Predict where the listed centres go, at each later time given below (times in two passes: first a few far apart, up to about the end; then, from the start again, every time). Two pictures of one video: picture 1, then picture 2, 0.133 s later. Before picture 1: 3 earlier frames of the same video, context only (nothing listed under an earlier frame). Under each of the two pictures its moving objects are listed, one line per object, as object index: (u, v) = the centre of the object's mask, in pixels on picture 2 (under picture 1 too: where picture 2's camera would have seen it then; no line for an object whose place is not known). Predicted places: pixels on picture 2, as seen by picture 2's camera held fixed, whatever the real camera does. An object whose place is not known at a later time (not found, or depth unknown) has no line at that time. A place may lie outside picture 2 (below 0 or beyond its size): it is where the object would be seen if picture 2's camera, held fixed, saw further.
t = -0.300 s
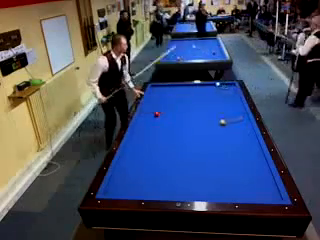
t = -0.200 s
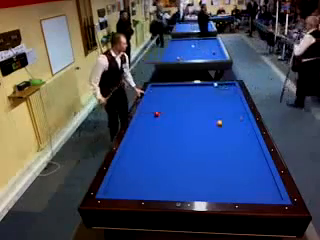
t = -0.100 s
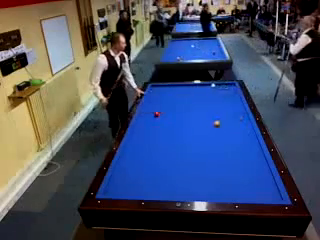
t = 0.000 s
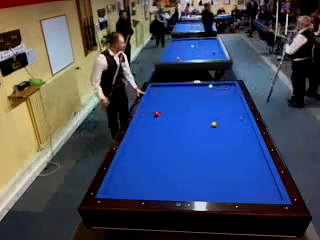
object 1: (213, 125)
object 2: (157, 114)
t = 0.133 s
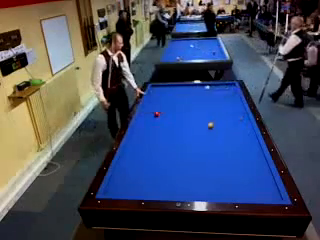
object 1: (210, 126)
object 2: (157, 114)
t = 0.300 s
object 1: (205, 127)
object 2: (157, 114)
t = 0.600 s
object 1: (197, 129)
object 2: (156, 114)
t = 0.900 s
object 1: (189, 131)
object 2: (156, 114)
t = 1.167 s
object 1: (182, 133)
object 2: (156, 114)
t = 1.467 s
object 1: (174, 135)
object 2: (156, 114)
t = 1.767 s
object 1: (167, 137)
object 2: (156, 114)
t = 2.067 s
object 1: (159, 138)
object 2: (156, 114)
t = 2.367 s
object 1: (152, 140)
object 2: (156, 114)
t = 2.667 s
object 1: (145, 142)
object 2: (156, 114)
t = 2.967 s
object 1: (138, 143)
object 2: (156, 114)
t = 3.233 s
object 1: (133, 144)
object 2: (157, 114)
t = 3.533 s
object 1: (127, 146)
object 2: (157, 114)
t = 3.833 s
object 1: (128, 147)
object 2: (157, 114)
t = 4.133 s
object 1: (131, 148)
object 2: (159, 116)
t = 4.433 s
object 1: (133, 149)
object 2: (162, 116)
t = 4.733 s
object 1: (134, 149)
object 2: (164, 117)
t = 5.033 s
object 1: (136, 150)
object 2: (165, 117)
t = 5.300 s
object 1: (137, 150)
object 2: (167, 118)
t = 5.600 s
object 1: (138, 150)
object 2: (168, 118)
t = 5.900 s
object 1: (139, 150)
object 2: (169, 119)
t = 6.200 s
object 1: (139, 150)
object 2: (170, 119)
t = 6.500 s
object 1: (139, 150)
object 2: (170, 119)
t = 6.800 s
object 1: (139, 150)
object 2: (171, 119)
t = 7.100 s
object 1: (139, 150)
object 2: (171, 120)
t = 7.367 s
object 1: (139, 150)
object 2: (171, 120)
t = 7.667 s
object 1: (139, 151)
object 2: (171, 120)
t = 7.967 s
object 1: (139, 151)
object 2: (171, 120)
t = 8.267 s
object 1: (139, 151)
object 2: (171, 120)
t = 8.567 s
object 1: (139, 151)
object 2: (171, 120)
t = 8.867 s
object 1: (140, 150)
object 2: (171, 120)
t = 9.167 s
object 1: (140, 150)
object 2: (171, 120)
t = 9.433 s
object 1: (140, 150)
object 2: (171, 120)
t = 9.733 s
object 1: (140, 151)
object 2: (171, 120)
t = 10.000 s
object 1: (140, 151)
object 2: (171, 120)
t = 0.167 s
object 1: (209, 126)
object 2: (157, 114)
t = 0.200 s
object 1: (208, 126)
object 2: (157, 114)
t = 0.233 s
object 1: (207, 126)
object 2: (157, 114)
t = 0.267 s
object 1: (206, 127)
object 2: (157, 114)
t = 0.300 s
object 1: (205, 127)
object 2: (157, 114)
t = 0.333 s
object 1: (204, 127)
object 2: (157, 114)
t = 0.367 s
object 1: (203, 128)
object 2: (157, 114)
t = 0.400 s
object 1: (202, 128)
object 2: (157, 114)
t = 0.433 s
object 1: (201, 128)
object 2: (157, 114)
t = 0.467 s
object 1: (201, 128)
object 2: (157, 114)
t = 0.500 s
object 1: (200, 129)
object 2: (157, 114)
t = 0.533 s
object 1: (199, 129)
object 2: (157, 114)
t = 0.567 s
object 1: (198, 129)
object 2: (156, 114)
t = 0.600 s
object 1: (197, 129)
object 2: (156, 114)
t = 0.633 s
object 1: (196, 129)
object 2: (156, 114)
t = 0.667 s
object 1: (195, 130)
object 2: (156, 114)
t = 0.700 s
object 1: (194, 130)
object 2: (156, 114)
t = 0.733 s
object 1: (193, 130)
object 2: (156, 114)
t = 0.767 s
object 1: (193, 130)
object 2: (156, 114)
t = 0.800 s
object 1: (191, 131)
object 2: (156, 114)
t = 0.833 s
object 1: (191, 131)
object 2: (156, 114)
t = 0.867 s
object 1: (190, 131)
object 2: (156, 114)
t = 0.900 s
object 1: (189, 131)
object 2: (156, 114)
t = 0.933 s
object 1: (188, 132)
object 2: (156, 114)
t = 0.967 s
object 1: (187, 132)
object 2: (156, 114)
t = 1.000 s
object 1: (186, 132)
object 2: (156, 114)
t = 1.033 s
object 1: (186, 132)
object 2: (156, 114)
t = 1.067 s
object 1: (185, 132)
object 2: (156, 114)
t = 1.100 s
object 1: (184, 133)
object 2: (156, 114)
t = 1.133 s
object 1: (183, 133)
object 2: (156, 114)
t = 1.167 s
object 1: (182, 133)
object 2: (156, 114)
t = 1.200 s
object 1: (181, 133)
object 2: (156, 114)
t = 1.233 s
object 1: (180, 133)
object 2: (156, 114)
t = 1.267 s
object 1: (179, 133)
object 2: (156, 114)
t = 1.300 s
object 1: (178, 134)
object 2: (156, 114)
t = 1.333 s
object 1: (178, 134)
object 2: (156, 114)
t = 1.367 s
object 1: (177, 134)
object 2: (156, 114)
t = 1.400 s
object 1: (176, 134)
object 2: (156, 114)
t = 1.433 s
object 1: (175, 134)
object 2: (156, 114)
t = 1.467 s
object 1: (174, 135)
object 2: (156, 114)
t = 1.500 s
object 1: (173, 135)
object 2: (156, 114)
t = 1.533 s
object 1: (172, 135)
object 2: (156, 114)
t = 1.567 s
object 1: (171, 136)
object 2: (156, 114)
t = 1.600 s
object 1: (171, 136)
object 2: (156, 114)
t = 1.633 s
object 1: (170, 136)
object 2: (156, 114)
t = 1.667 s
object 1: (169, 136)
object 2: (156, 114)
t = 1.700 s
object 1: (168, 136)
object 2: (156, 114)
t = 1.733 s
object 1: (167, 137)
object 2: (156, 114)
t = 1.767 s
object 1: (167, 137)
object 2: (156, 114)
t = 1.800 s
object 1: (166, 137)
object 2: (156, 114)
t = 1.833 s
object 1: (165, 137)
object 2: (156, 114)
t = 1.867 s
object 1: (164, 137)
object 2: (156, 114)
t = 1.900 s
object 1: (163, 138)
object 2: (156, 114)
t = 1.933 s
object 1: (162, 138)
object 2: (156, 114)
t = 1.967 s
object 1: (162, 138)
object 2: (156, 114)
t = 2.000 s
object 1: (161, 138)
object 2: (156, 114)
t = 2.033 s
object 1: (160, 138)
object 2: (156, 114)
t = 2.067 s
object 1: (159, 138)
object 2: (156, 114)
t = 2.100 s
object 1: (158, 139)
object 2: (156, 114)
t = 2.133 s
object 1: (157, 139)
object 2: (156, 114)
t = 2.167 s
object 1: (157, 139)
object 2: (156, 114)
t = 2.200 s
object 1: (156, 139)
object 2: (156, 114)
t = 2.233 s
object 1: (155, 139)
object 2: (156, 114)
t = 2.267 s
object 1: (154, 139)
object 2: (156, 114)
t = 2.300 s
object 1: (153, 140)
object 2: (156, 114)
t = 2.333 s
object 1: (153, 140)
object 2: (156, 114)
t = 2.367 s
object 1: (152, 140)
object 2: (156, 114)
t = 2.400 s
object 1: (151, 140)
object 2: (156, 114)
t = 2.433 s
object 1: (150, 140)
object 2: (156, 114)
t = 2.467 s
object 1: (149, 141)
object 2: (156, 114)
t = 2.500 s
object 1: (149, 141)
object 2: (156, 114)
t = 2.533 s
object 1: (148, 141)
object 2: (156, 114)
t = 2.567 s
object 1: (147, 141)
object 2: (156, 114)
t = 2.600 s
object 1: (147, 141)
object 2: (156, 114)
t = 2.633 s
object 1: (146, 141)
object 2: (156, 114)
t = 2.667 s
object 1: (145, 142)
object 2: (156, 114)
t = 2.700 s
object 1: (144, 142)
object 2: (156, 114)
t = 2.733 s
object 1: (144, 142)
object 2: (156, 114)
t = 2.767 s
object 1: (143, 142)
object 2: (156, 114)
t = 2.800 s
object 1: (142, 142)
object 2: (156, 114)
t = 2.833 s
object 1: (141, 143)
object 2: (156, 114)
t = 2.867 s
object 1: (140, 143)
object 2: (156, 114)
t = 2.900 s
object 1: (140, 143)
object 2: (157, 114)
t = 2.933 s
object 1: (139, 143)
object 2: (156, 114)
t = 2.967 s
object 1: (138, 143)
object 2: (156, 114)
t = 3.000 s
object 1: (137, 144)
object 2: (156, 114)
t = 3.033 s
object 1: (137, 144)
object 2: (156, 114)
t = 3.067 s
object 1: (136, 144)
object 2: (156, 114)
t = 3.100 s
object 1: (135, 144)
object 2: (157, 114)
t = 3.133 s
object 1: (135, 144)
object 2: (156, 114)
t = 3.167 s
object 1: (134, 144)
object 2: (156, 114)
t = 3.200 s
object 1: (133, 144)
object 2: (156, 114)
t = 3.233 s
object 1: (133, 144)
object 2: (157, 114)
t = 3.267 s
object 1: (132, 145)
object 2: (156, 114)
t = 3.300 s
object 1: (131, 145)
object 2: (157, 114)
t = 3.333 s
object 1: (131, 145)
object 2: (157, 114)
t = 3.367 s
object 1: (130, 146)
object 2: (157, 114)
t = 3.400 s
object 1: (129, 146)
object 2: (157, 114)
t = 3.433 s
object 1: (129, 146)
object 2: (157, 114)
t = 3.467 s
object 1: (128, 146)
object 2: (157, 114)
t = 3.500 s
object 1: (128, 146)
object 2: (157, 114)
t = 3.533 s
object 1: (127, 146)
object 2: (157, 114)
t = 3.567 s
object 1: (127, 146)
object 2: (157, 114)
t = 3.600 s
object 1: (127, 146)
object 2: (157, 114)
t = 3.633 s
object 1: (127, 147)
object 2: (157, 114)
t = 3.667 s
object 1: (127, 147)
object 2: (157, 115)
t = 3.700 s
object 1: (127, 147)
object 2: (157, 115)
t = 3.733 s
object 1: (127, 147)
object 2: (157, 115)
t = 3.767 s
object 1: (128, 147)
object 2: (157, 115)
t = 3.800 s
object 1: (128, 147)
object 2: (157, 115)
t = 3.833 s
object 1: (128, 147)
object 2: (157, 114)
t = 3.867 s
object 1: (129, 147)
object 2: (157, 114)
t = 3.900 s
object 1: (129, 147)
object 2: (158, 115)
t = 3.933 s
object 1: (129, 147)
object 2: (158, 115)
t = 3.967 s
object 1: (130, 147)
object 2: (158, 115)
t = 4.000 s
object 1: (130, 147)
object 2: (158, 115)
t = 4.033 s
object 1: (130, 148)
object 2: (159, 115)
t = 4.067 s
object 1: (130, 148)
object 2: (159, 115)
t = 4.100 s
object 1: (130, 148)
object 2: (159, 115)
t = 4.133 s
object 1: (131, 148)
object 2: (159, 116)
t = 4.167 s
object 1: (131, 148)
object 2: (160, 116)
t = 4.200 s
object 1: (131, 148)
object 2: (160, 116)
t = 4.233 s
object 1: (132, 148)
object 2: (160, 116)
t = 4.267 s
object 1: (132, 148)
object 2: (160, 116)
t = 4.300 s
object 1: (132, 148)
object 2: (160, 116)
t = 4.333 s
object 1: (132, 148)
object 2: (161, 116)
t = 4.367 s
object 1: (132, 148)
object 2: (161, 116)
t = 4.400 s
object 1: (133, 148)
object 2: (161, 116)
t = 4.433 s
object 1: (133, 149)
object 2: (162, 116)
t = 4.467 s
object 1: (133, 149)
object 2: (162, 116)
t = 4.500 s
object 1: (133, 149)
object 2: (162, 116)
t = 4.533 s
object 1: (133, 149)
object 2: (162, 116)
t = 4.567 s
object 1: (133, 149)
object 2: (163, 117)
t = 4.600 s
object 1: (134, 149)
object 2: (163, 116)
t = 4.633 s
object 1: (134, 149)
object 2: (163, 117)
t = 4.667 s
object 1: (134, 149)
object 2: (164, 117)
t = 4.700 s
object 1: (134, 149)
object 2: (164, 117)
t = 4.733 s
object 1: (134, 149)
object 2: (164, 117)
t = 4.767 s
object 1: (135, 149)
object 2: (164, 117)
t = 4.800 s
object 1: (135, 149)
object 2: (164, 117)
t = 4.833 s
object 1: (135, 149)
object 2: (165, 117)
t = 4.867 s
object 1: (135, 149)
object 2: (165, 117)
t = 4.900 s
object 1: (135, 149)
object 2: (165, 117)
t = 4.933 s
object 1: (135, 149)
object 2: (165, 117)
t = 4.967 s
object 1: (135, 149)
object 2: (165, 117)
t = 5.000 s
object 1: (136, 149)
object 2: (165, 117)
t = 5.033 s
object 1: (136, 150)
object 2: (165, 117)
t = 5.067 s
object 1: (136, 150)
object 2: (165, 117)
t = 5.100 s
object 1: (136, 150)
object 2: (166, 118)
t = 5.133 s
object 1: (136, 150)
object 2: (166, 118)
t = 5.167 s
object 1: (136, 150)
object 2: (166, 118)
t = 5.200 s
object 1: (136, 150)
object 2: (166, 118)
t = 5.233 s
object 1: (137, 150)
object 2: (167, 118)
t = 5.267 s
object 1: (137, 150)
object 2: (167, 118)
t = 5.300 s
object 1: (137, 150)
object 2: (167, 118)
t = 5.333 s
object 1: (137, 150)
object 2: (167, 118)
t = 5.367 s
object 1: (137, 150)
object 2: (167, 118)
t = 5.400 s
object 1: (138, 150)
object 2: (167, 118)
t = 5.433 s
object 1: (138, 150)
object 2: (167, 118)
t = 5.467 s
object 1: (138, 150)
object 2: (167, 118)
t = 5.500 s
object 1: (138, 150)
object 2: (168, 118)
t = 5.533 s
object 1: (138, 150)
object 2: (167, 118)
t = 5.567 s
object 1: (138, 150)
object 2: (168, 118)
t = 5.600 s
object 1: (138, 150)
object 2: (168, 118)
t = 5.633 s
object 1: (138, 150)
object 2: (168, 118)
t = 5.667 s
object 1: (139, 150)
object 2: (168, 118)
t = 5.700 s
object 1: (138, 150)
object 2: (169, 118)
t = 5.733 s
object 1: (138, 150)
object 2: (169, 118)
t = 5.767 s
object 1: (139, 150)
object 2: (169, 118)
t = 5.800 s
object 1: (139, 150)
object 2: (169, 118)
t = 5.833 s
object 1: (139, 150)
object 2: (169, 118)
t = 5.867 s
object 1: (139, 150)
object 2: (169, 118)
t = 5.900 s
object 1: (139, 150)
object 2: (169, 119)
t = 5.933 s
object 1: (139, 150)
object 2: (169, 119)
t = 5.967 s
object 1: (139, 150)
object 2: (169, 119)
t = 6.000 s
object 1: (139, 150)
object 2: (169, 119)
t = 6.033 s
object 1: (139, 150)
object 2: (170, 119)
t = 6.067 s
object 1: (139, 150)
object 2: (170, 119)
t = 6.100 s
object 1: (139, 150)
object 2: (170, 119)
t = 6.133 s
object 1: (139, 150)
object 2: (170, 119)
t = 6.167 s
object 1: (139, 150)
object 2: (170, 119)
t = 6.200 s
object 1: (139, 150)
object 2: (170, 119)
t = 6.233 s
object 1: (139, 150)
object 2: (170, 119)
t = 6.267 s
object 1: (139, 150)
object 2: (170, 119)
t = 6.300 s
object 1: (139, 150)
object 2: (170, 119)
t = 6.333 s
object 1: (139, 150)
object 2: (170, 119)
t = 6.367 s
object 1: (139, 150)
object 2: (170, 119)
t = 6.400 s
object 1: (139, 150)
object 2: (170, 119)
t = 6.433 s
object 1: (139, 150)
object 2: (170, 119)
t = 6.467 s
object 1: (139, 150)
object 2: (170, 119)
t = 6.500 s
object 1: (139, 150)
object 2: (170, 119)
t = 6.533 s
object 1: (139, 150)
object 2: (170, 119)
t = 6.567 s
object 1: (139, 150)
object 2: (170, 119)
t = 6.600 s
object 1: (139, 150)
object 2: (170, 119)
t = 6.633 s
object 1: (139, 150)
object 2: (170, 119)
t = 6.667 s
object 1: (139, 150)
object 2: (170, 119)
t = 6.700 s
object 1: (139, 150)
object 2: (170, 119)
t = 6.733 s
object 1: (139, 150)
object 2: (170, 119)
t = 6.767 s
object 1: (139, 150)
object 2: (170, 120)
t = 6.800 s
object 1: (139, 150)
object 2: (171, 119)
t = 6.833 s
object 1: (139, 150)
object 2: (171, 119)
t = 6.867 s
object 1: (139, 150)
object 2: (171, 119)
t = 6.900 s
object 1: (139, 150)
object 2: (170, 119)
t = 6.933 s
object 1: (139, 150)
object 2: (170, 119)
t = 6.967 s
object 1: (139, 150)
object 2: (170, 119)
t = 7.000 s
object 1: (139, 150)
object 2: (171, 119)
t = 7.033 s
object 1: (139, 150)
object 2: (171, 119)
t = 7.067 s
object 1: (139, 150)
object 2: (170, 119)
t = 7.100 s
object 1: (139, 150)
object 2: (171, 120)
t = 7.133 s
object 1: (139, 150)
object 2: (171, 120)
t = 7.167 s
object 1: (139, 150)
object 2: (171, 120)
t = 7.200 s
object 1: (139, 150)
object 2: (171, 120)
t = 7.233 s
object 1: (139, 150)
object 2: (171, 120)
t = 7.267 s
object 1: (139, 150)
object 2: (171, 120)
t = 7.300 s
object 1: (139, 150)
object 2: (171, 120)
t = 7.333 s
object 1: (139, 150)
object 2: (171, 120)
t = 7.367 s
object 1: (139, 150)
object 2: (171, 120)
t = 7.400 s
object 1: (140, 150)
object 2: (171, 120)
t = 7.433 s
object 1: (140, 150)
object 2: (171, 120)
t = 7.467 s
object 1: (140, 150)
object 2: (171, 120)
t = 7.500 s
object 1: (139, 151)
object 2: (171, 120)
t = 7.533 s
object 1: (139, 151)
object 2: (171, 120)
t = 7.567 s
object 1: (139, 151)
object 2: (171, 120)
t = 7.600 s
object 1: (139, 151)
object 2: (171, 120)
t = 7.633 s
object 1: (139, 151)
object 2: (171, 120)
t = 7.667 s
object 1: (139, 151)
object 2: (171, 120)
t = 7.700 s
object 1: (139, 151)
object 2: (171, 120)
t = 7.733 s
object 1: (139, 151)
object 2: (171, 120)
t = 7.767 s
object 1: (139, 151)
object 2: (171, 120)
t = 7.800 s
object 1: (139, 151)
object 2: (171, 120)
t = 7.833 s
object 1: (139, 151)
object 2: (171, 120)
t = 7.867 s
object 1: (139, 151)
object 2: (171, 120)
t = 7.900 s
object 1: (139, 151)
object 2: (171, 120)
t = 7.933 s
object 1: (139, 151)
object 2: (171, 120)
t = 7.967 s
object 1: (139, 151)
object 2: (171, 120)
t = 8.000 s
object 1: (139, 151)
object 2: (171, 120)
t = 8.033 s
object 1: (139, 151)
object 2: (171, 120)
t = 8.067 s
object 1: (139, 151)
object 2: (171, 120)
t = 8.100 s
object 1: (139, 151)
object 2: (171, 120)
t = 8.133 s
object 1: (139, 151)
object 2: (171, 120)
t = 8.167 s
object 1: (139, 151)
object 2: (171, 120)
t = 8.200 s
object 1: (139, 151)
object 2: (171, 120)
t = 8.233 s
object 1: (139, 151)
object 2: (171, 120)
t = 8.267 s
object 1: (139, 151)
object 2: (171, 120)
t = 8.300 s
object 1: (139, 151)
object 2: (171, 120)
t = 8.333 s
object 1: (140, 151)
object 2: (171, 120)
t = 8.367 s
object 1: (140, 151)
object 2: (171, 120)
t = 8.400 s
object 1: (140, 151)
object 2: (171, 120)
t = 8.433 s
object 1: (139, 151)
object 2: (171, 120)
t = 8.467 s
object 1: (139, 151)
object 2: (171, 120)
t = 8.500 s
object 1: (139, 151)
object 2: (171, 120)
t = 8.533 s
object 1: (139, 151)
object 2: (171, 120)
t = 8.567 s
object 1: (139, 151)
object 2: (171, 120)
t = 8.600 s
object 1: (139, 151)
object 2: (171, 120)
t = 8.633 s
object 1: (139, 151)
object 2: (171, 120)
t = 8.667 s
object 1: (139, 151)
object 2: (171, 120)
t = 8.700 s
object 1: (139, 151)
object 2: (171, 120)
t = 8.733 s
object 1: (139, 151)
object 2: (171, 120)
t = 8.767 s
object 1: (139, 151)
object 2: (171, 120)
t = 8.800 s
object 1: (139, 151)
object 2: (171, 120)
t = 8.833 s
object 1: (139, 151)
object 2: (171, 120)
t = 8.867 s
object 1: (140, 150)
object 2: (171, 120)
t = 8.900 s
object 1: (139, 151)
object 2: (171, 120)
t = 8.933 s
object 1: (140, 150)
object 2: (171, 120)
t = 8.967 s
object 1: (140, 151)
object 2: (171, 120)
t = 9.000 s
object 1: (140, 150)
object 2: (171, 120)
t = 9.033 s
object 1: (140, 150)
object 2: (171, 120)
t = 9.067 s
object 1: (140, 150)
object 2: (171, 120)
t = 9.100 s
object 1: (140, 150)
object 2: (171, 120)
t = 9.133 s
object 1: (140, 150)
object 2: (171, 120)
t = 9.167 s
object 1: (140, 150)
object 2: (171, 120)
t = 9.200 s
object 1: (140, 150)
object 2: (171, 120)
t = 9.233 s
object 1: (140, 150)
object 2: (171, 120)
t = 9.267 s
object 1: (140, 150)
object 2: (171, 120)
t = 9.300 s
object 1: (140, 150)
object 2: (171, 120)
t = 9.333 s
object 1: (140, 150)
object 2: (171, 120)
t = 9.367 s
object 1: (140, 150)
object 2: (171, 120)
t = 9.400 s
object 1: (140, 150)
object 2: (171, 120)
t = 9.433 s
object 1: (140, 150)
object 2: (171, 120)
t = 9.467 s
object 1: (140, 151)
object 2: (171, 120)
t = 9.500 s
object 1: (140, 150)
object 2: (171, 120)
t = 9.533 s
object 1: (140, 151)
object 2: (171, 120)
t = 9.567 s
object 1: (140, 151)
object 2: (171, 120)
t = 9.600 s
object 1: (140, 151)
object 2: (171, 120)
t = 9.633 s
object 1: (140, 151)
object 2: (171, 120)
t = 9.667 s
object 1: (140, 151)
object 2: (171, 120)
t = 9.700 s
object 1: (140, 151)
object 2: (171, 120)
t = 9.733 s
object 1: (140, 151)
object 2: (171, 120)
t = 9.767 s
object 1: (140, 151)
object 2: (171, 120)
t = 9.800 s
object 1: (140, 151)
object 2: (171, 120)
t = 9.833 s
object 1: (140, 151)
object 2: (171, 120)
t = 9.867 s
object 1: (140, 151)
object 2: (171, 120)
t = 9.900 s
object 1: (140, 151)
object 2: (171, 120)
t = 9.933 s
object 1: (140, 151)
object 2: (171, 120)
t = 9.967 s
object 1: (140, 151)
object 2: (171, 120)
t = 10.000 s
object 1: (140, 151)
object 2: (171, 120)
